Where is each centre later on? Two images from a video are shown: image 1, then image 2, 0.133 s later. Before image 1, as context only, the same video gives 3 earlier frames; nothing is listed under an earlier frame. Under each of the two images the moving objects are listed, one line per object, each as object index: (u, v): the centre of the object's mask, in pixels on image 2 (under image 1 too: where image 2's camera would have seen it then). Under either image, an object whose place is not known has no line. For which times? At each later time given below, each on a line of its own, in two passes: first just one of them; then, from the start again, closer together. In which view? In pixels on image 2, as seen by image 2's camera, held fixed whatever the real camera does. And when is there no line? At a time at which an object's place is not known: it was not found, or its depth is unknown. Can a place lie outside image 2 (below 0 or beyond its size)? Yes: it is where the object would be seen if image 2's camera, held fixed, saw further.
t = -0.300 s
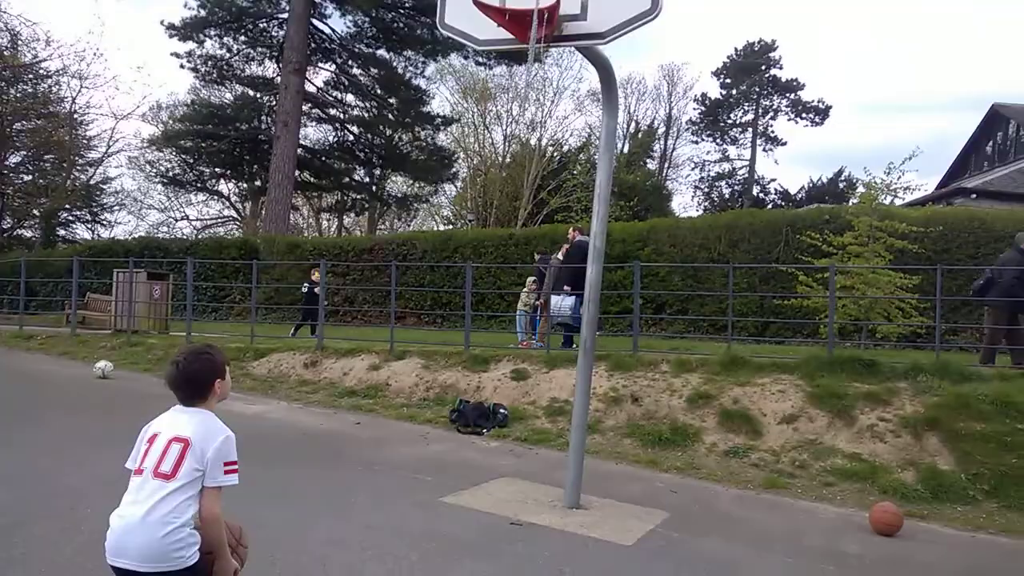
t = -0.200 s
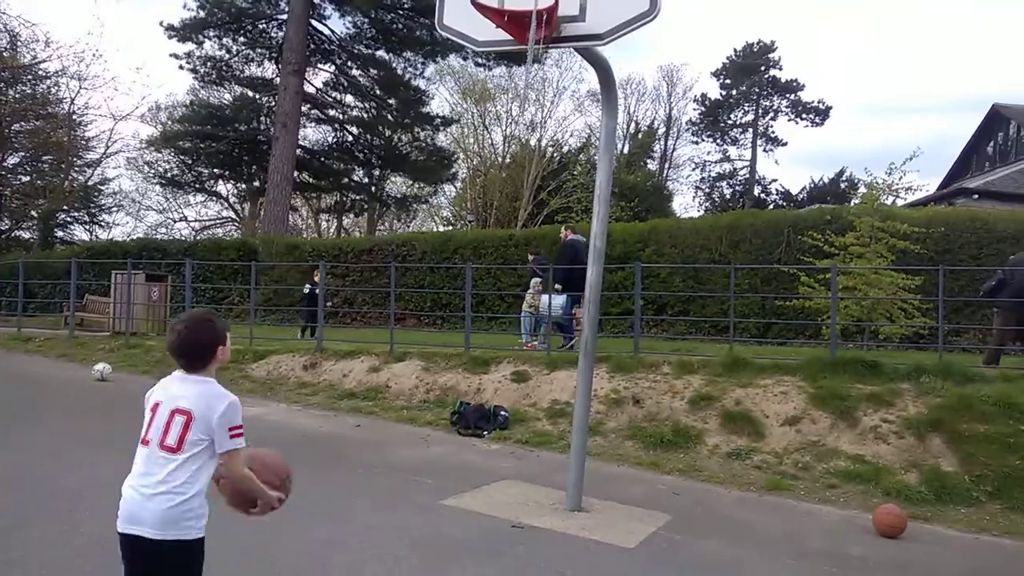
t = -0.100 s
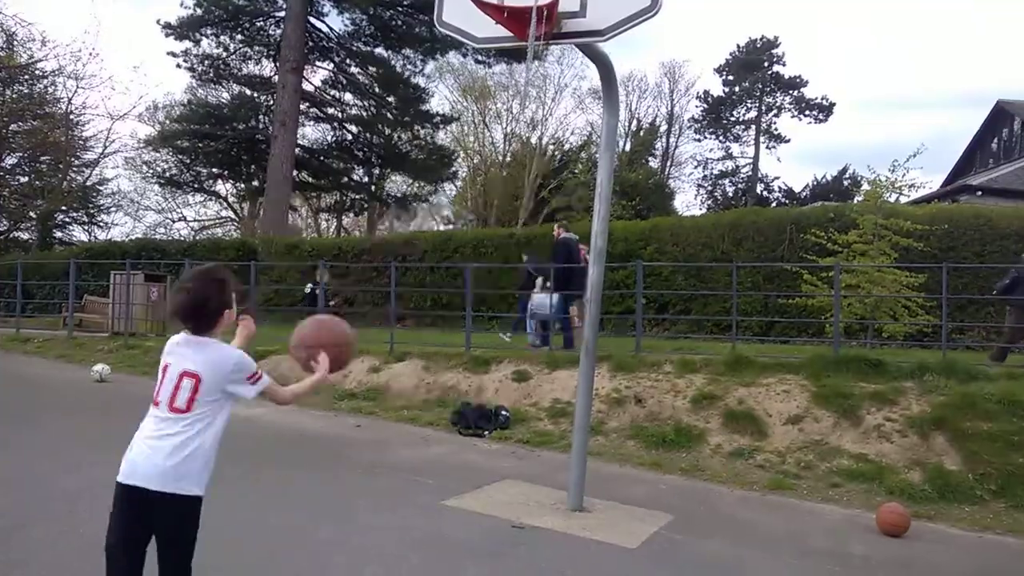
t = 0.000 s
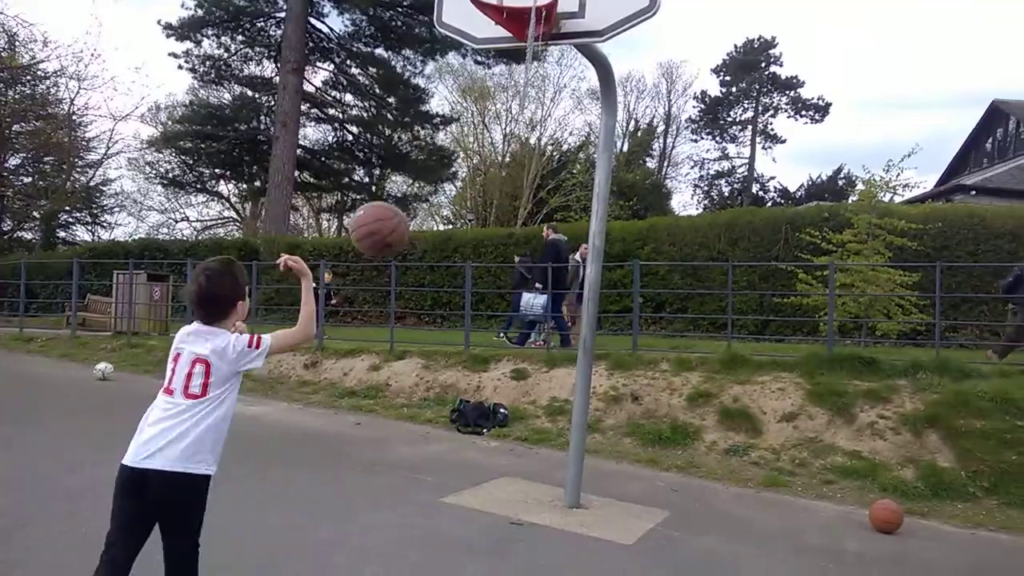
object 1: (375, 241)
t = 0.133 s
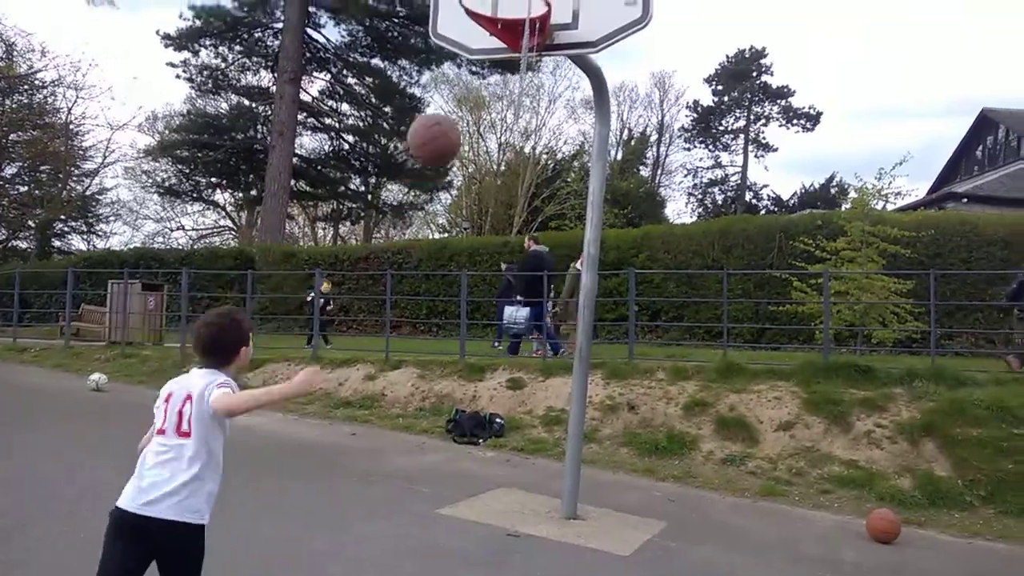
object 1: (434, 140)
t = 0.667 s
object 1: (563, 152)
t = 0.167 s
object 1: (445, 120)
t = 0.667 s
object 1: (563, 152)
